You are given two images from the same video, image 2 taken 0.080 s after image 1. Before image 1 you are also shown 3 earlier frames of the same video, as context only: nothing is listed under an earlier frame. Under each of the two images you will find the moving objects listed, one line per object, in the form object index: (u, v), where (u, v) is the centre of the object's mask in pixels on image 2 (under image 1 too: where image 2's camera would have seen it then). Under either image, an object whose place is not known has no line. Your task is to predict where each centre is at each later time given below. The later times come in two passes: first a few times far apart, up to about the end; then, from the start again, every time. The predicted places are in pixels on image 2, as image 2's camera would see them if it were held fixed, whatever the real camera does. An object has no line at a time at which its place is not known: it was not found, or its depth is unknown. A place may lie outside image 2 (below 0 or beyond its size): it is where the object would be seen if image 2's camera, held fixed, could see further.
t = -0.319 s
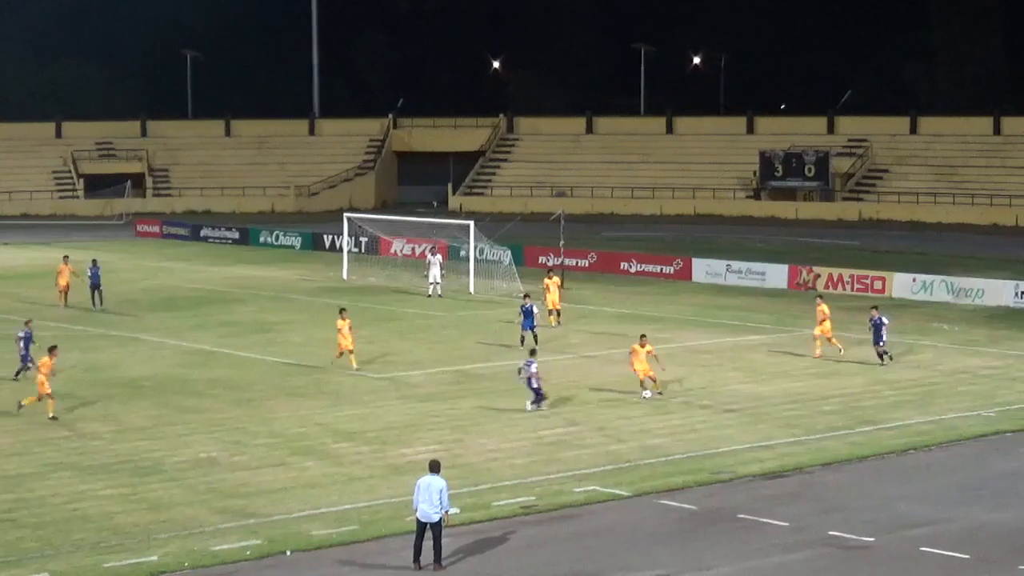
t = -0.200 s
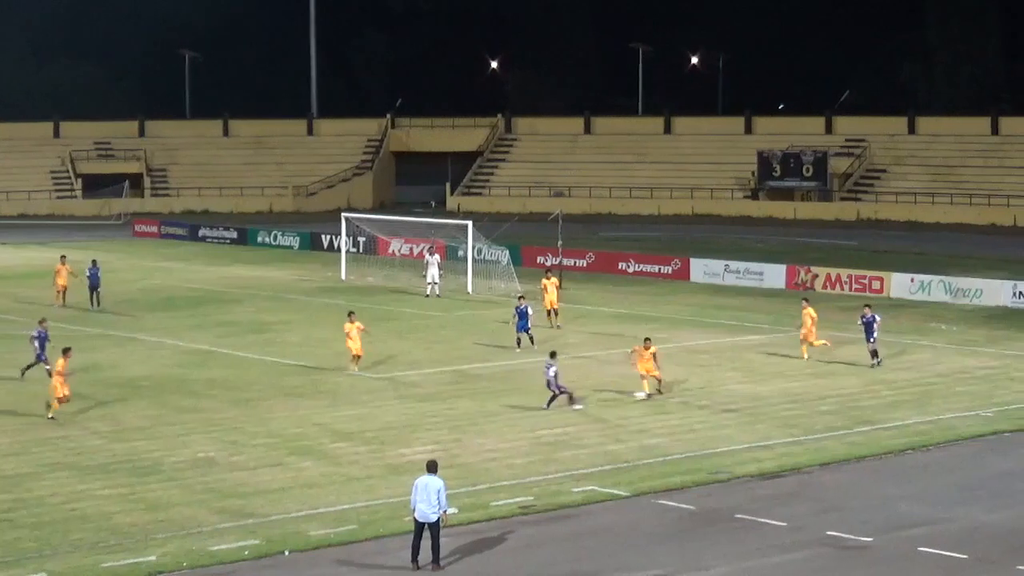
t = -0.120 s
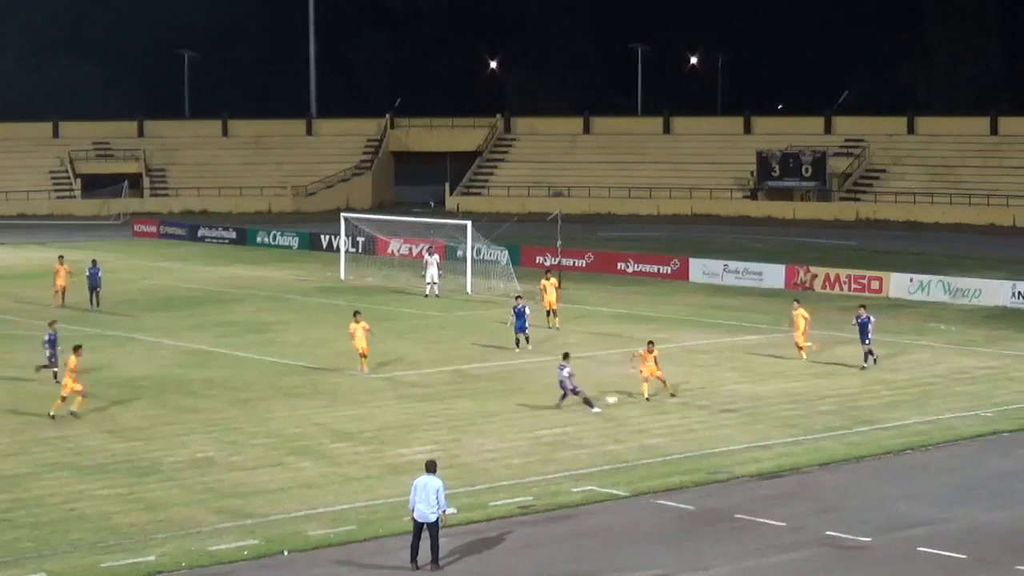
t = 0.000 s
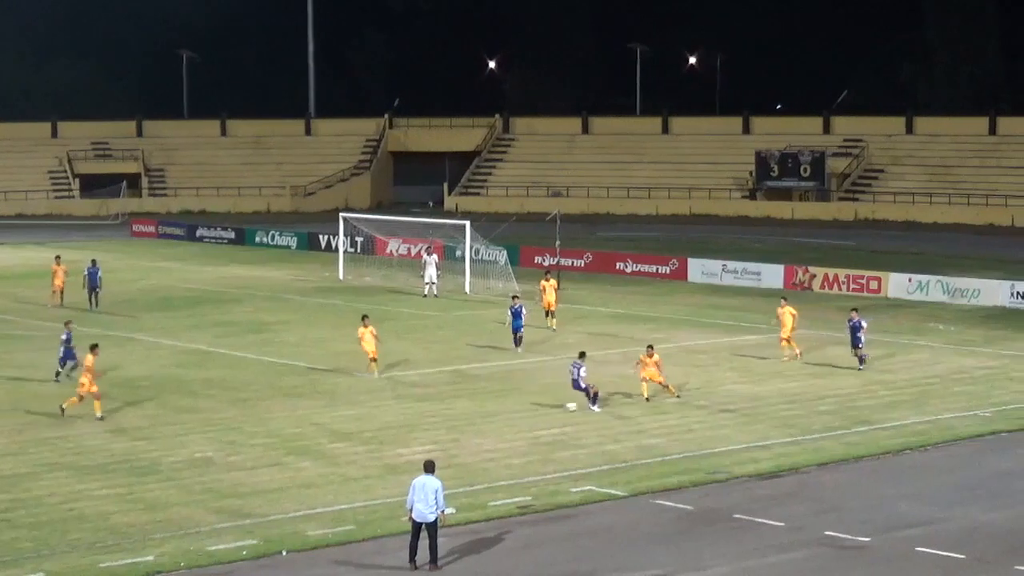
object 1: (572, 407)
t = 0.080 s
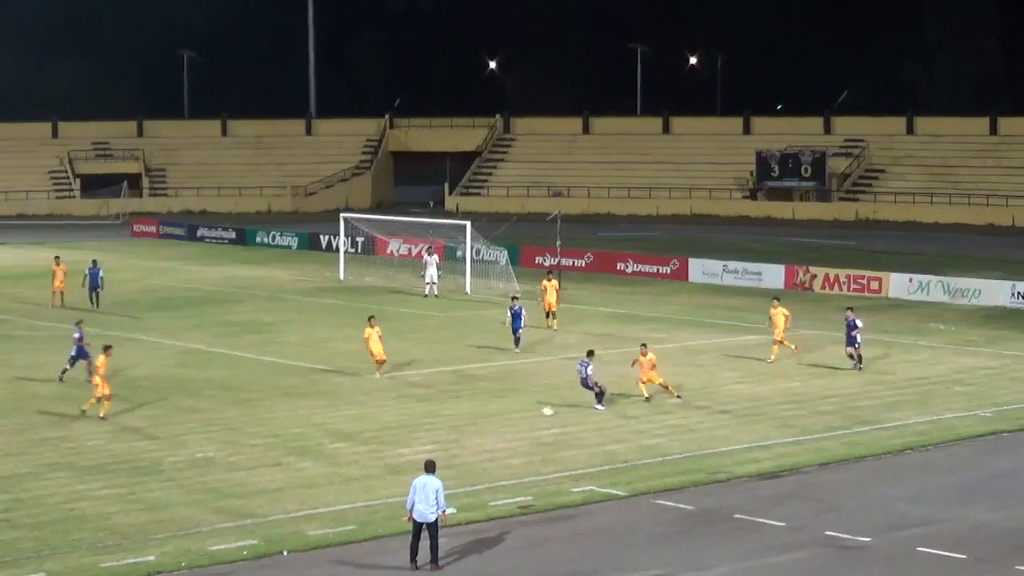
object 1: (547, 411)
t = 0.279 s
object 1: (491, 420)
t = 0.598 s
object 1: (417, 433)
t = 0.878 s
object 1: (361, 443)
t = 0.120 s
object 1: (534, 414)
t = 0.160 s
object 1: (523, 415)
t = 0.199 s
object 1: (513, 415)
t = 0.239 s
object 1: (503, 417)
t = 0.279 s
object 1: (491, 420)
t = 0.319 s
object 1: (480, 422)
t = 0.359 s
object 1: (470, 424)
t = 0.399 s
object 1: (461, 426)
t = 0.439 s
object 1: (452, 427)
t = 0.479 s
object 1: (443, 429)
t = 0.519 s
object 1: (434, 431)
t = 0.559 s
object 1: (425, 432)
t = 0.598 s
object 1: (417, 433)
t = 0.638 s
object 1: (408, 435)
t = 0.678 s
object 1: (400, 437)
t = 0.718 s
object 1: (392, 438)
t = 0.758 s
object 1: (383, 440)
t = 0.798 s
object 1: (376, 441)
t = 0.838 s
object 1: (369, 442)
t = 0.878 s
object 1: (361, 443)
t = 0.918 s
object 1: (354, 446)
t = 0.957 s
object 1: (346, 447)
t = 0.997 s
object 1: (338, 448)
